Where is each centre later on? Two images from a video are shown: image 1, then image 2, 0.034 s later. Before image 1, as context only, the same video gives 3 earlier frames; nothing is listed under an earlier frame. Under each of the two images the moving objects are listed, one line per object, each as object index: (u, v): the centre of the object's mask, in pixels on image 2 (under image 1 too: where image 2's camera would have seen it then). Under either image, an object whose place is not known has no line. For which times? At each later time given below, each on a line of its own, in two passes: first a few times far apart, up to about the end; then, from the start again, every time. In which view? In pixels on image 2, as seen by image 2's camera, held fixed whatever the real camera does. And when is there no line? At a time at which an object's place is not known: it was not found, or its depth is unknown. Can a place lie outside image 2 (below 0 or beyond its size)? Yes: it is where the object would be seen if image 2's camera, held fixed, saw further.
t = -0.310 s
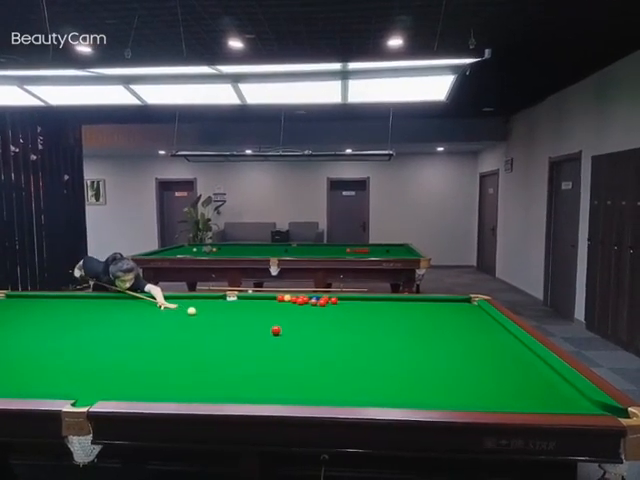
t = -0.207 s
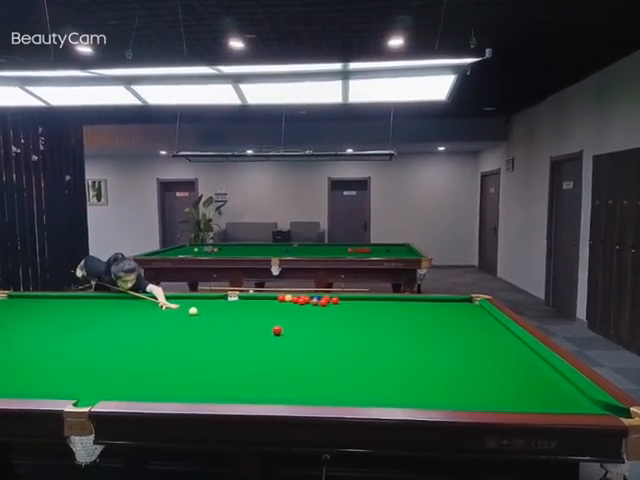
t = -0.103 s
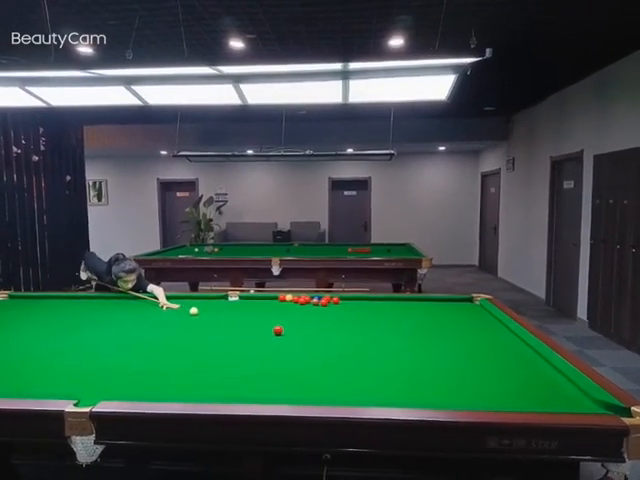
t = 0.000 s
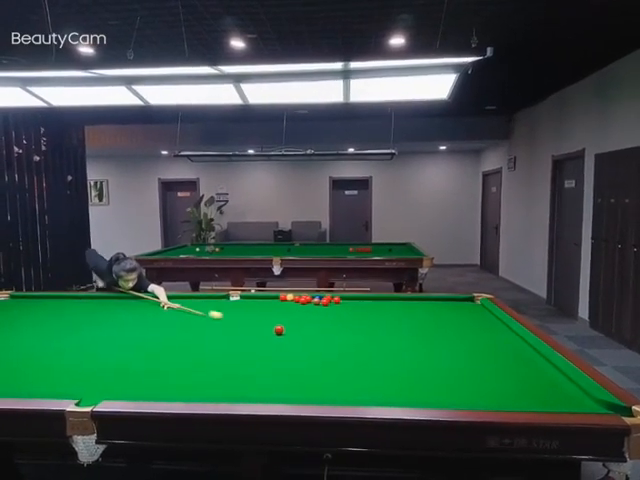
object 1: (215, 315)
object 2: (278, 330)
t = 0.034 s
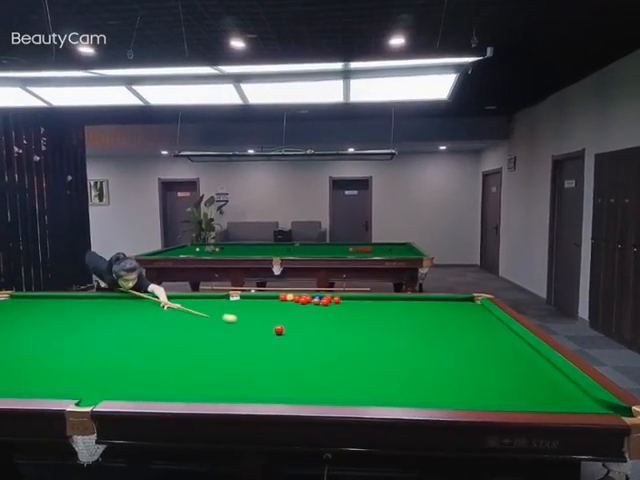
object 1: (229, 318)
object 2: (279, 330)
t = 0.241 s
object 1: (274, 329)
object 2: (336, 343)
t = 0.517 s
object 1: (278, 330)
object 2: (518, 386)
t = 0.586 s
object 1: (279, 331)
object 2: (574, 398)
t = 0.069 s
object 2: (279, 330)
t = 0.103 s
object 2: (279, 330)
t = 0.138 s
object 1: (273, 328)
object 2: (284, 330)
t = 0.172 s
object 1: (273, 329)
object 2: (300, 334)
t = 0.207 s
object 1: (273, 329)
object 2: (318, 338)
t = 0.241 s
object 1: (274, 329)
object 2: (336, 343)
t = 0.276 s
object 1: (275, 329)
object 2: (356, 348)
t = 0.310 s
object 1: (275, 329)
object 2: (377, 352)
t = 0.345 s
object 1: (276, 329)
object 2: (398, 357)
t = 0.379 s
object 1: (276, 330)
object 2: (420, 363)
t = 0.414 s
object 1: (277, 330)
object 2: (443, 369)
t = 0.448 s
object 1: (277, 330)
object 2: (467, 374)
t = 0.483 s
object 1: (278, 330)
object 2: (492, 380)
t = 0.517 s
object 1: (278, 330)
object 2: (518, 386)
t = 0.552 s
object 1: (279, 331)
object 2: (546, 392)
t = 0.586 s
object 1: (279, 331)
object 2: (574, 398)
